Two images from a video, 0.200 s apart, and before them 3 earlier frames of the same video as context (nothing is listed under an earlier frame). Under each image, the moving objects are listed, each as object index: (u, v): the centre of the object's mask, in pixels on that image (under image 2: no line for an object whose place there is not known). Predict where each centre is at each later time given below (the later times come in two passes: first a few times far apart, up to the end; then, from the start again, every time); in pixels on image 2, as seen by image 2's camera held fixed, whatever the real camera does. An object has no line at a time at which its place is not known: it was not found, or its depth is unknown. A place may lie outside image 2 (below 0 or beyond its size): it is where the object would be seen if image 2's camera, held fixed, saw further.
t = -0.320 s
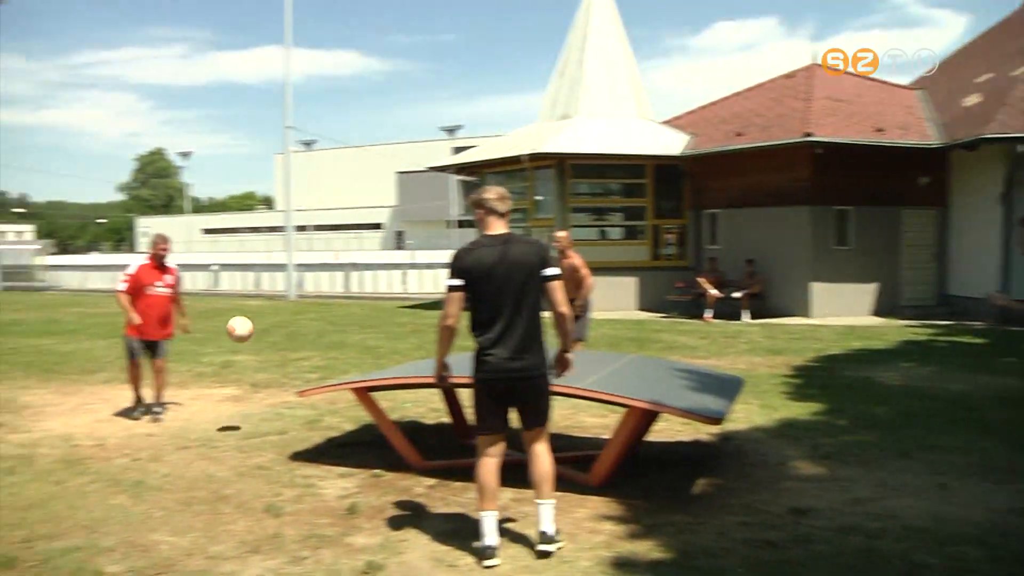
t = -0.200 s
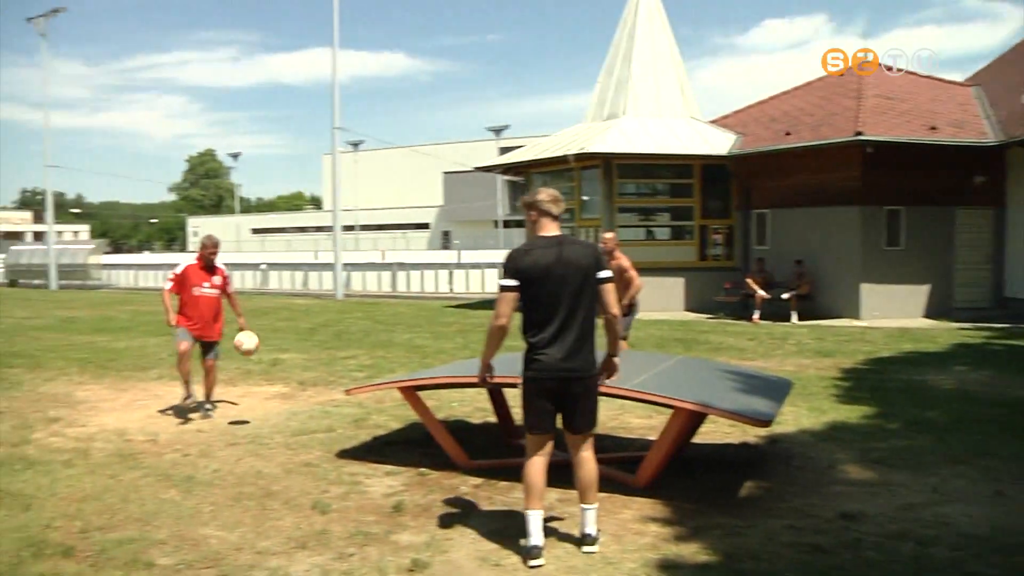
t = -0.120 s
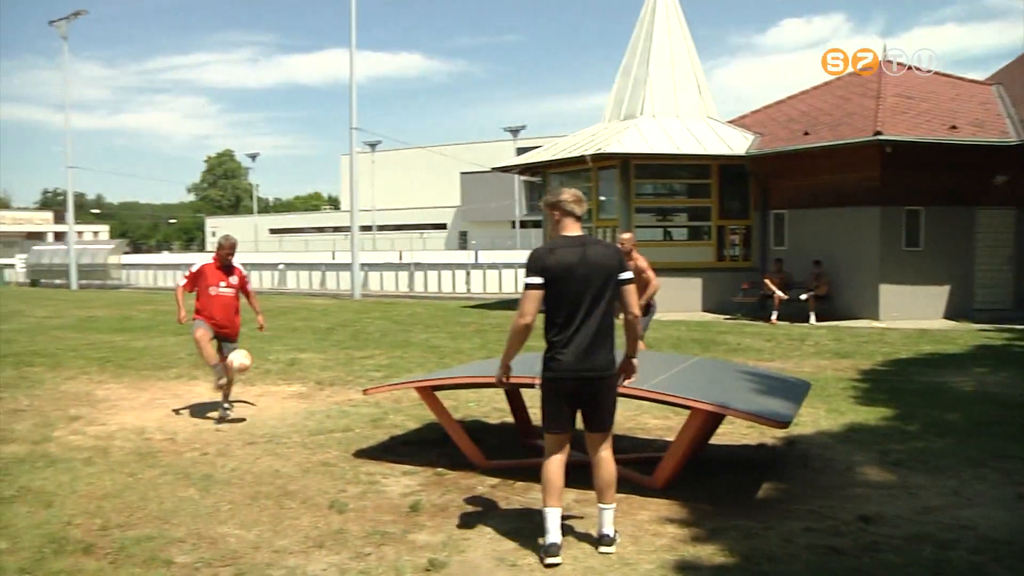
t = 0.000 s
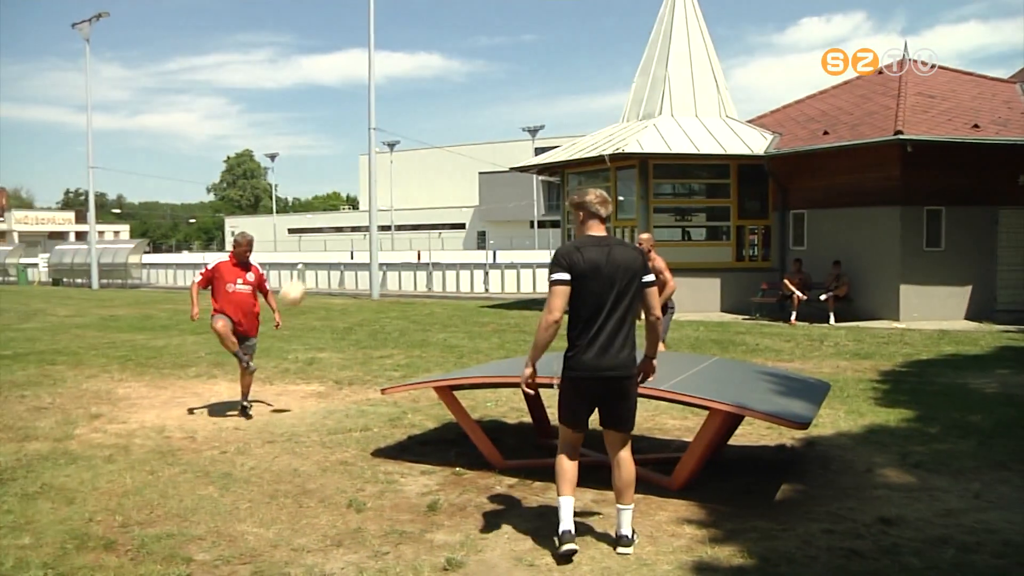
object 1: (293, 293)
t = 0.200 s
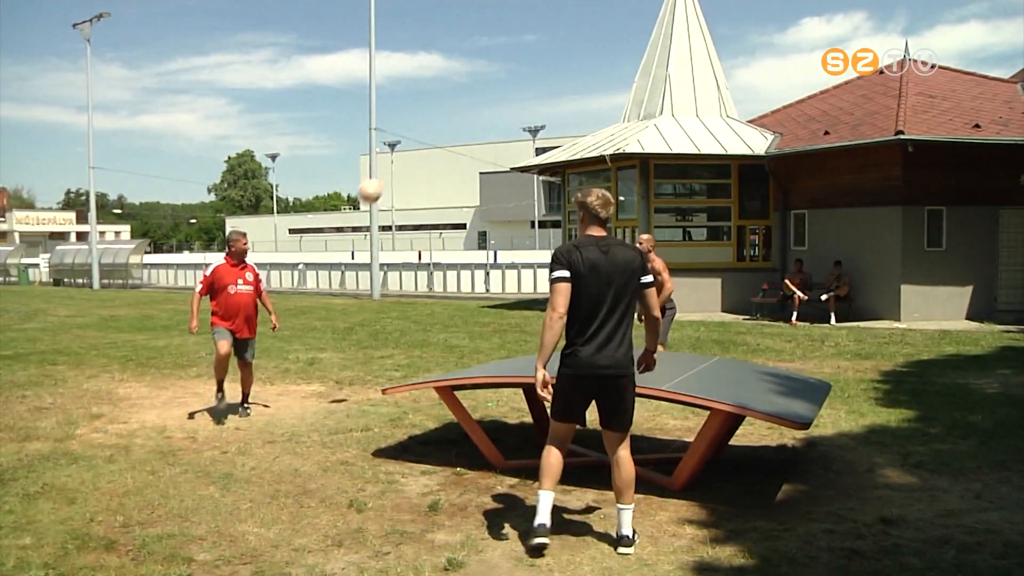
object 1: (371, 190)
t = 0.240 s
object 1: (385, 176)
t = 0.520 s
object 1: (485, 125)
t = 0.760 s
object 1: (563, 146)
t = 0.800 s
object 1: (575, 155)
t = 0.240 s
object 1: (385, 176)
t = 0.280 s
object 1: (399, 164)
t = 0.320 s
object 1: (414, 153)
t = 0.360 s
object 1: (428, 144)
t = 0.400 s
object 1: (443, 137)
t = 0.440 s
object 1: (457, 132)
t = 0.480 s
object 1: (471, 128)
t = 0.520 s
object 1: (485, 125)
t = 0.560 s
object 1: (499, 125)
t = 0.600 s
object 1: (512, 126)
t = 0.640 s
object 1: (525, 129)
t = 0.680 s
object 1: (538, 133)
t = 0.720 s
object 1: (550, 139)
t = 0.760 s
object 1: (563, 146)
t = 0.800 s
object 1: (575, 155)
